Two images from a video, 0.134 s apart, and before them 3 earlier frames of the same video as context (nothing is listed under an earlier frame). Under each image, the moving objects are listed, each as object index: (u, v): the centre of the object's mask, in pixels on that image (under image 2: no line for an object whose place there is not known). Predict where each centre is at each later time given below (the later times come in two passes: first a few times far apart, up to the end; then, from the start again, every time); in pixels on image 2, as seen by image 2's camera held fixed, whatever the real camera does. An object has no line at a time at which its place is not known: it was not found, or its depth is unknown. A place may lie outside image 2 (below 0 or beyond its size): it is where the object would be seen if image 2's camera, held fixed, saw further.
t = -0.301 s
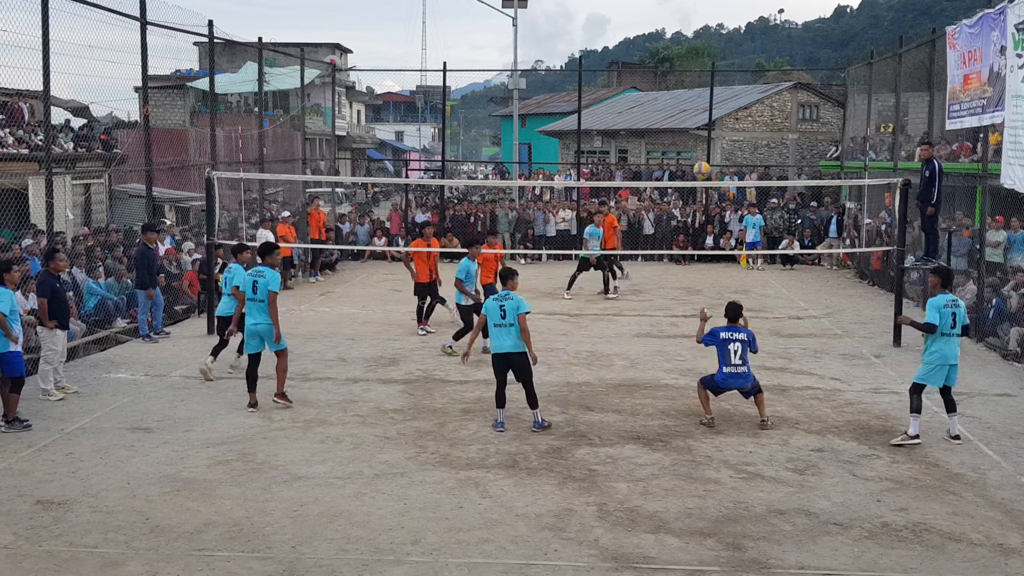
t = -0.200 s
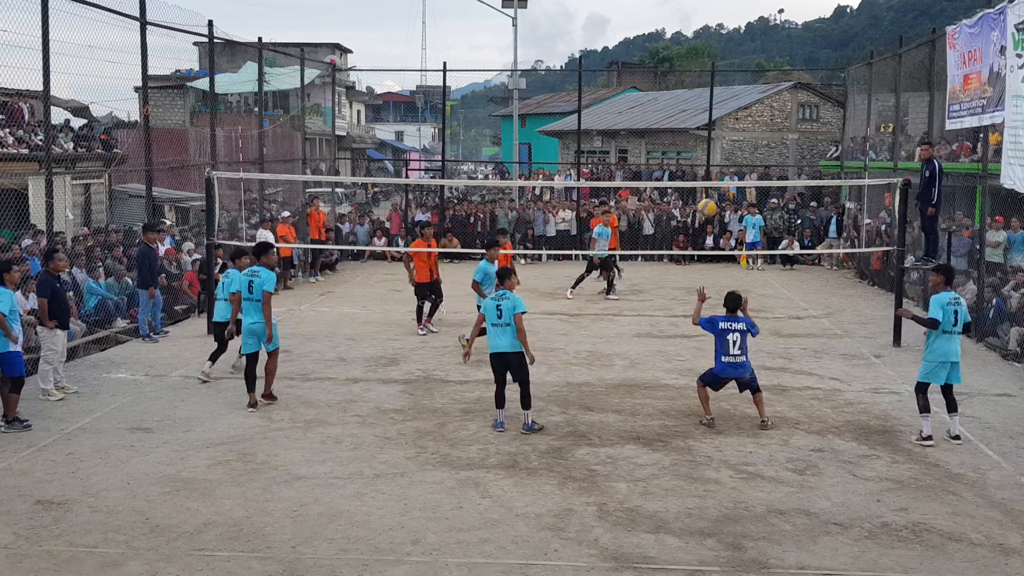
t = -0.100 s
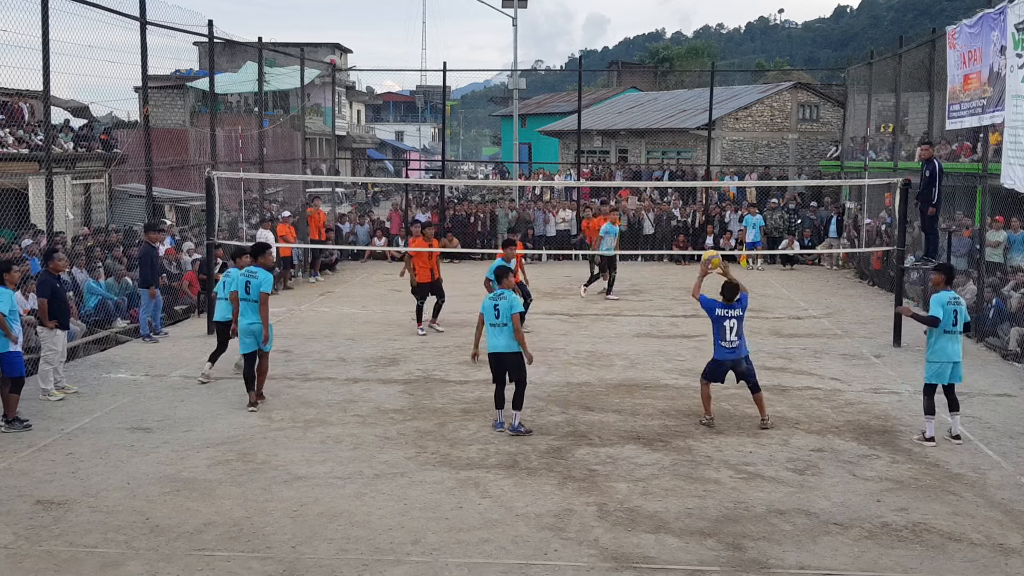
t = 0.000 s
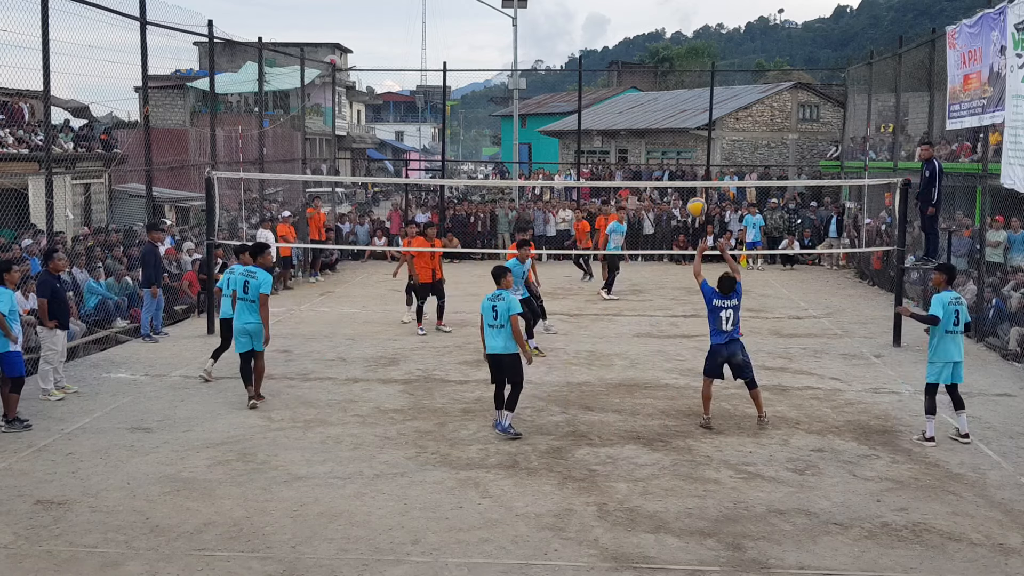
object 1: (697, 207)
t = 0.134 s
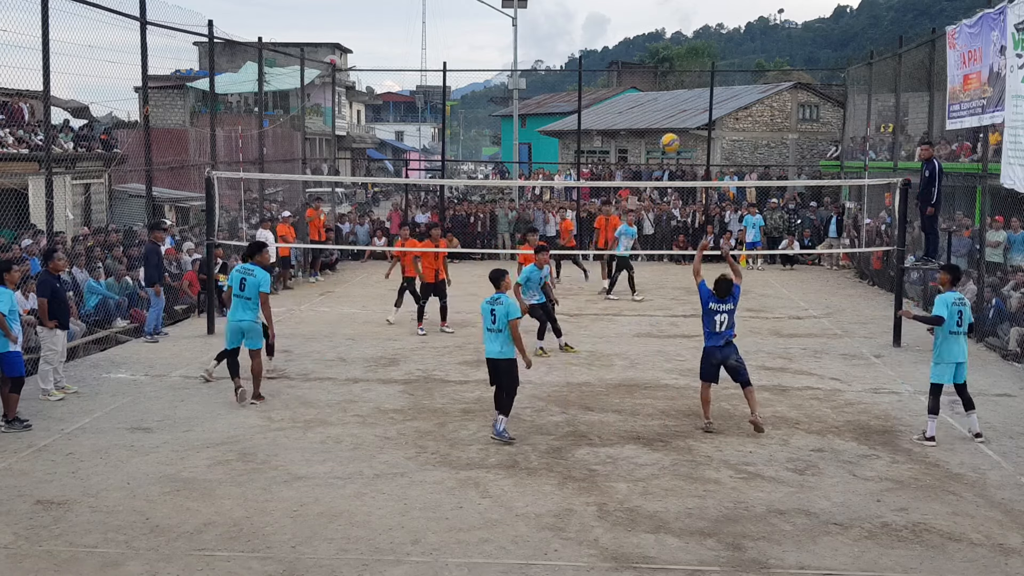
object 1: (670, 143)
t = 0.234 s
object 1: (651, 108)
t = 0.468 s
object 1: (612, 68)
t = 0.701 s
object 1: (577, 78)
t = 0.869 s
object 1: (555, 111)
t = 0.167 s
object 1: (663, 131)
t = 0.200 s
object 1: (657, 119)
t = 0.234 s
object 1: (651, 108)
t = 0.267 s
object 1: (645, 99)
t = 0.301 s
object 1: (639, 91)
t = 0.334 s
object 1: (634, 84)
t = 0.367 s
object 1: (628, 79)
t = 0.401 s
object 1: (622, 75)
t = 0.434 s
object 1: (617, 71)
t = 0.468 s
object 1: (612, 68)
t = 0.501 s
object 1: (606, 67)
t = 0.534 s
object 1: (601, 67)
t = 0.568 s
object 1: (597, 67)
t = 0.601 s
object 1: (591, 69)
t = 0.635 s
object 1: (587, 71)
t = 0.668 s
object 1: (582, 74)
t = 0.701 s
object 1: (577, 78)
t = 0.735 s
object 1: (572, 83)
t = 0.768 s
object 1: (568, 88)
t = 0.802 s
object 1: (564, 95)
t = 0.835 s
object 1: (559, 103)
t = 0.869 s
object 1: (555, 111)
